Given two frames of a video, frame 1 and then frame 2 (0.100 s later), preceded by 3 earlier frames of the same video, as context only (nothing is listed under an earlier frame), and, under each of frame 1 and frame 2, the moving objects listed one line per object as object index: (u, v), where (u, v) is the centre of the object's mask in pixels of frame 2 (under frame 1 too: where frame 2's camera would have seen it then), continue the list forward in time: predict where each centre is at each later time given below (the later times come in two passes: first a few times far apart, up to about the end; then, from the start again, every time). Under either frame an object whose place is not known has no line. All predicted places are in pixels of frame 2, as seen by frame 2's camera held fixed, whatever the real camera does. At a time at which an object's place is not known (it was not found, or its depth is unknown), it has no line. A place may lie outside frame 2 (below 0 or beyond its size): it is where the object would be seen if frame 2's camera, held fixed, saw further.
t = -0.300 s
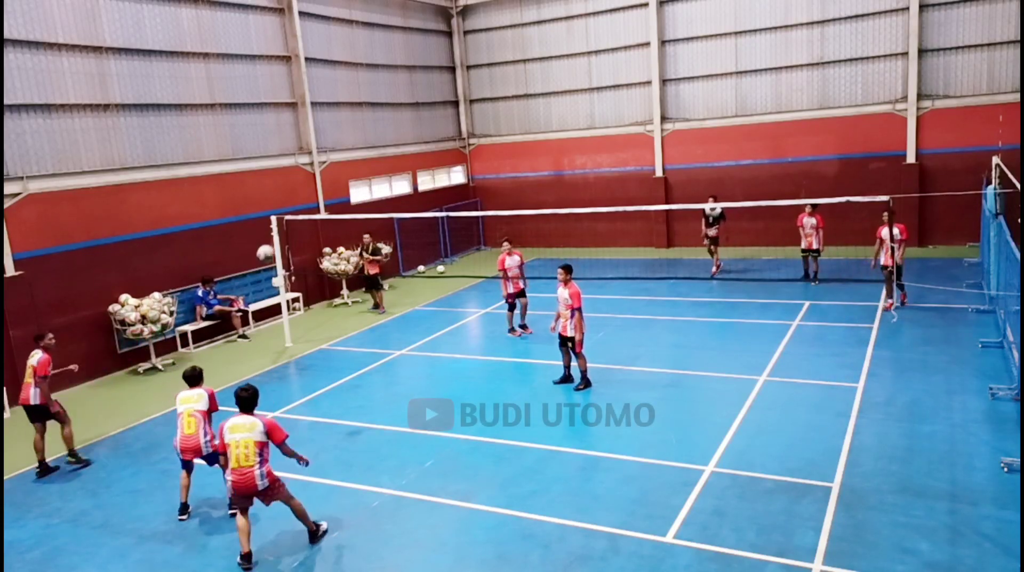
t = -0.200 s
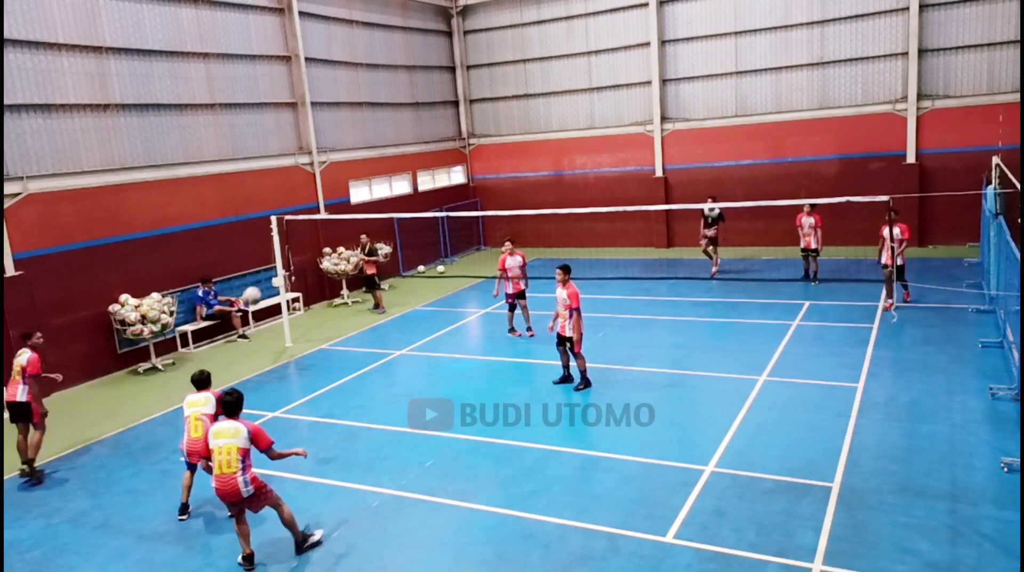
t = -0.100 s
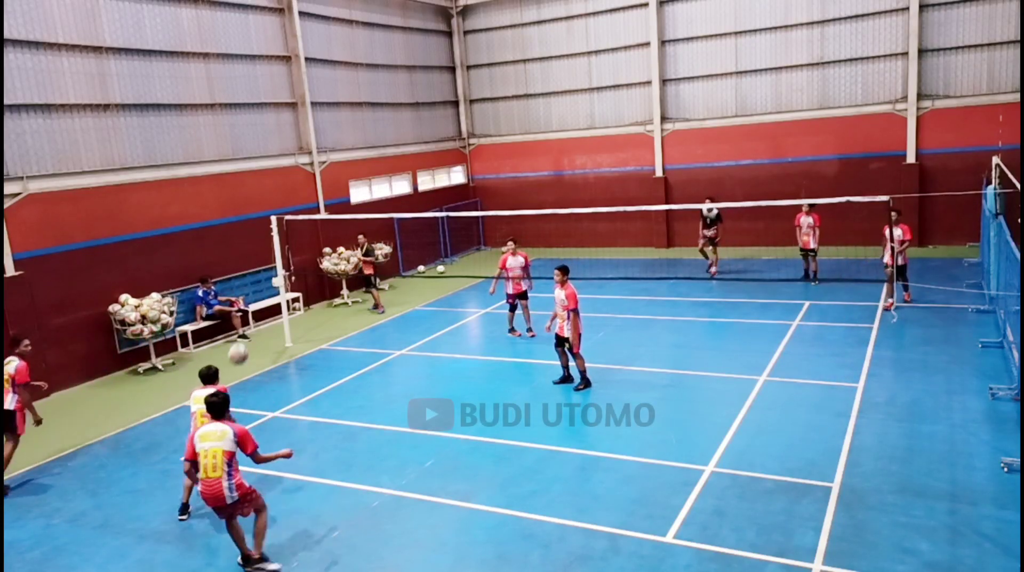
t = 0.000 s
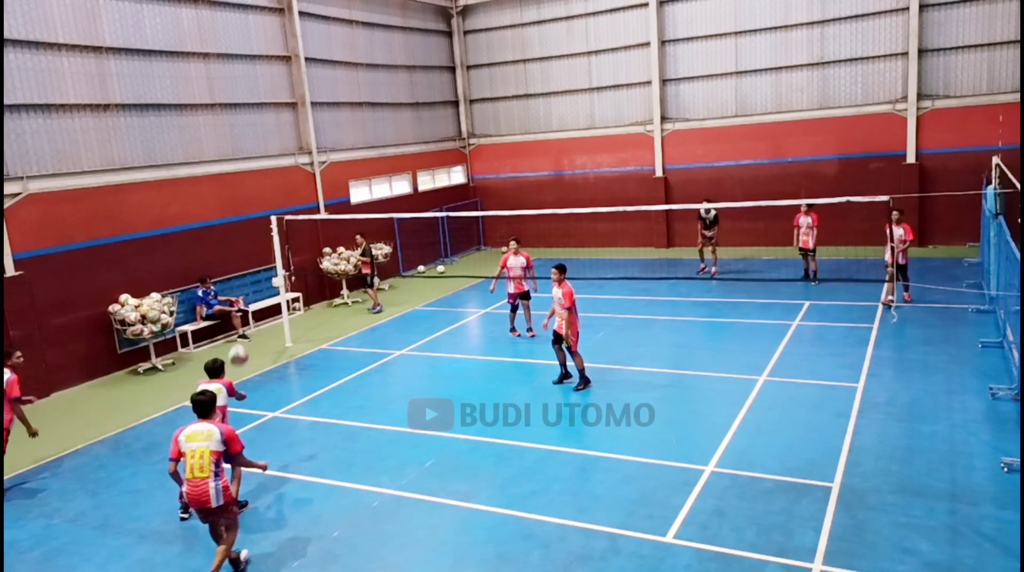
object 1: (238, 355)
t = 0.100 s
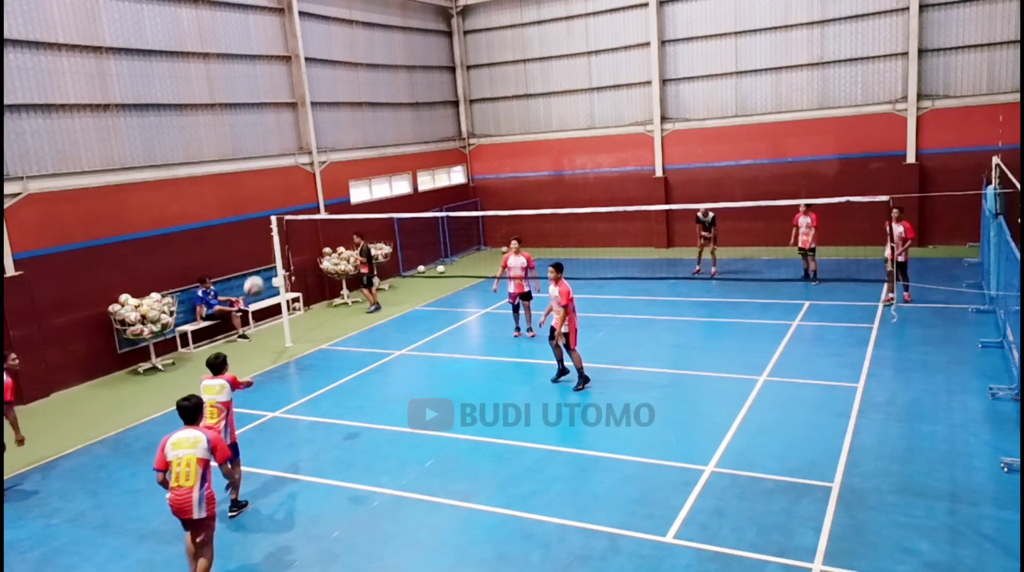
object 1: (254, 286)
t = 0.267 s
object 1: (281, 195)
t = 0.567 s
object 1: (335, 100)
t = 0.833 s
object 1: (385, 86)
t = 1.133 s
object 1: (442, 138)
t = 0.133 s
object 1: (258, 264)
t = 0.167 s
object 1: (264, 246)
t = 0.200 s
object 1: (270, 228)
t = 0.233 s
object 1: (276, 210)
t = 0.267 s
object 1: (281, 195)
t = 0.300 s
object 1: (287, 180)
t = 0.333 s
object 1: (292, 167)
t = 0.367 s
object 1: (299, 154)
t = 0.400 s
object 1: (304, 143)
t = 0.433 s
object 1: (310, 132)
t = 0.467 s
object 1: (316, 122)
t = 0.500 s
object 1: (322, 114)
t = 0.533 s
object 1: (329, 107)
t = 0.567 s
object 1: (335, 100)
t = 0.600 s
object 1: (341, 95)
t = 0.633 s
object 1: (347, 91)
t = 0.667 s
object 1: (353, 88)
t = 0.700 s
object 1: (360, 85)
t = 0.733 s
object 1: (366, 84)
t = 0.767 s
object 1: (372, 84)
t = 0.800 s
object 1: (379, 84)
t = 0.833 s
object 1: (385, 86)
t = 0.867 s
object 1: (392, 88)
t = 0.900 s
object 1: (398, 91)
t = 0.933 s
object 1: (404, 95)
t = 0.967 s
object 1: (411, 100)
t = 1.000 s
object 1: (417, 106)
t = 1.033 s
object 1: (424, 113)
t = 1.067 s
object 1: (430, 120)
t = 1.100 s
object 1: (436, 129)
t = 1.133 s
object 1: (442, 138)
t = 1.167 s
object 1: (449, 147)
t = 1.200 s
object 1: (455, 157)
